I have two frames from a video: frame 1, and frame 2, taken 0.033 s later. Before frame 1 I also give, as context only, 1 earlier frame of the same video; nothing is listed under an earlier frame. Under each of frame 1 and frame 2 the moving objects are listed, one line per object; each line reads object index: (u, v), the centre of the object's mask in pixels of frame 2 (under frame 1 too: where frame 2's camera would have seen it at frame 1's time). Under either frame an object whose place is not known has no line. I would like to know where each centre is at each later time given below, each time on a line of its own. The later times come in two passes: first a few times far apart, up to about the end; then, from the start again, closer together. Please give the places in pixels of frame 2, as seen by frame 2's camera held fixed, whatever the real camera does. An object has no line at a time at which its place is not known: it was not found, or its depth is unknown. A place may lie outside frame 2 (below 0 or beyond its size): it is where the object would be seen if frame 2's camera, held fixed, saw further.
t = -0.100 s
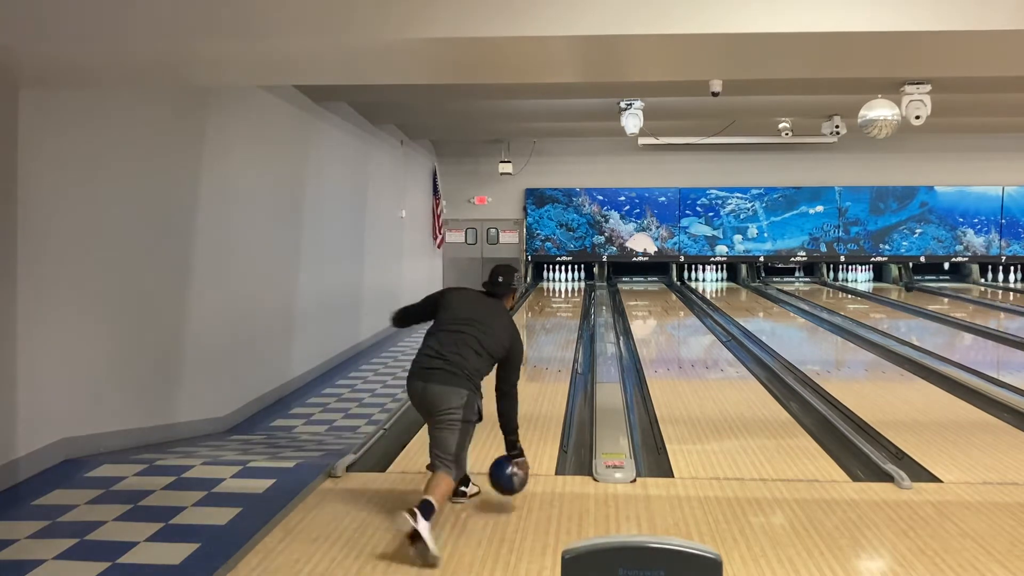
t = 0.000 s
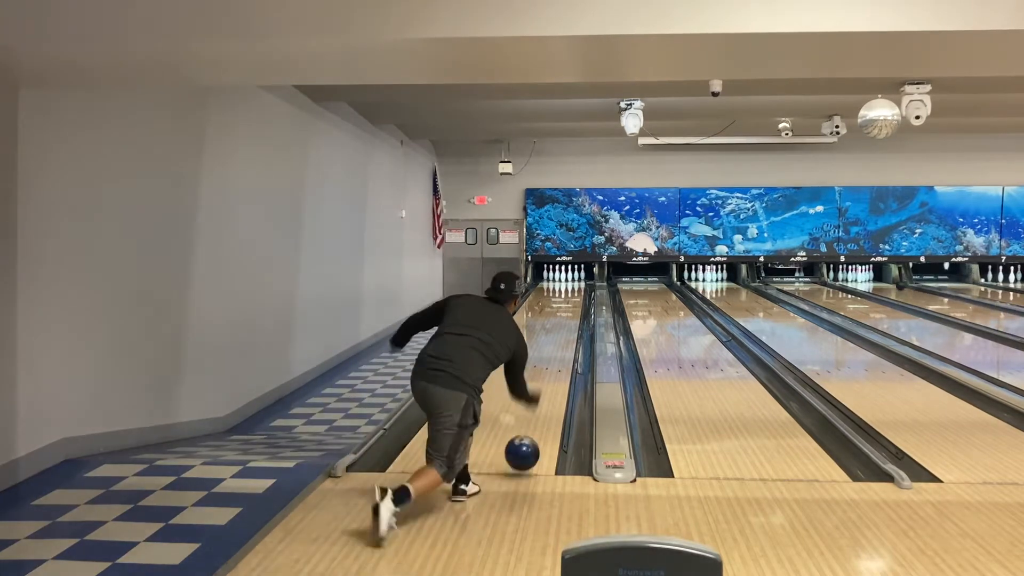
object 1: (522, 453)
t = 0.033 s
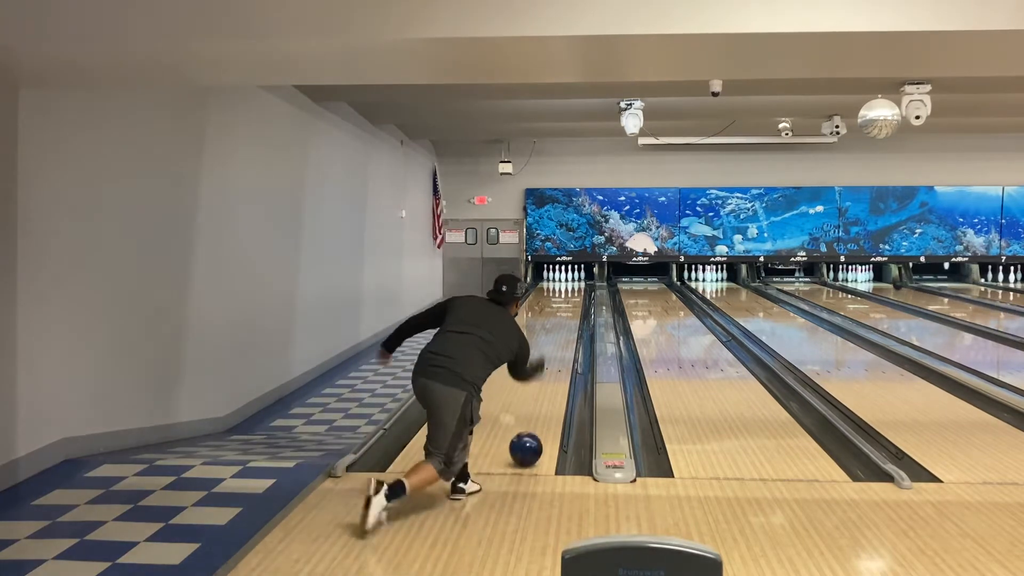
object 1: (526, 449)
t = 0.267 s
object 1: (543, 397)
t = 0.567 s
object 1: (556, 357)
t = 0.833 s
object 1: (562, 334)
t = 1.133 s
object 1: (567, 315)
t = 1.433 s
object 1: (570, 302)
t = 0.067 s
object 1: (529, 440)
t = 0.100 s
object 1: (532, 432)
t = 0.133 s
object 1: (534, 424)
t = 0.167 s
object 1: (537, 416)
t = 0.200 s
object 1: (539, 409)
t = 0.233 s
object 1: (541, 403)
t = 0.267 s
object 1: (543, 397)
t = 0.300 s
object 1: (545, 392)
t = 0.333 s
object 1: (547, 387)
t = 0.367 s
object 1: (548, 381)
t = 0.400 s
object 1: (550, 377)
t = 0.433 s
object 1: (551, 372)
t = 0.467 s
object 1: (552, 368)
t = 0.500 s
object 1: (554, 364)
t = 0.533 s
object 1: (555, 360)
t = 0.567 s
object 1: (556, 357)
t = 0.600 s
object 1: (557, 353)
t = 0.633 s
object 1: (558, 350)
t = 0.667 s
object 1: (559, 347)
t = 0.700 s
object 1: (560, 344)
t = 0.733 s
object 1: (560, 341)
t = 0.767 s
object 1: (561, 339)
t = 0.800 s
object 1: (562, 336)
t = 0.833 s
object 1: (562, 334)
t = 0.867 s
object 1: (563, 331)
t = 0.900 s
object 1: (564, 329)
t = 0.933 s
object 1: (564, 327)
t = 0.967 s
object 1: (565, 324)
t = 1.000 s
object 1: (565, 322)
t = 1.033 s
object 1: (566, 320)
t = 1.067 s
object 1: (566, 319)
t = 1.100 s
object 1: (567, 317)
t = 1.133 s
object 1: (567, 315)
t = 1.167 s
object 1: (567, 313)
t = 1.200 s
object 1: (568, 312)
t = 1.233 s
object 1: (568, 310)
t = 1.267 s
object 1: (568, 309)
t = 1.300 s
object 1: (569, 307)
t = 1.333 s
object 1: (569, 306)
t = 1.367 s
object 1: (570, 306)
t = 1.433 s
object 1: (570, 302)
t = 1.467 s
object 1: (570, 301)
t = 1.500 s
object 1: (570, 300)
